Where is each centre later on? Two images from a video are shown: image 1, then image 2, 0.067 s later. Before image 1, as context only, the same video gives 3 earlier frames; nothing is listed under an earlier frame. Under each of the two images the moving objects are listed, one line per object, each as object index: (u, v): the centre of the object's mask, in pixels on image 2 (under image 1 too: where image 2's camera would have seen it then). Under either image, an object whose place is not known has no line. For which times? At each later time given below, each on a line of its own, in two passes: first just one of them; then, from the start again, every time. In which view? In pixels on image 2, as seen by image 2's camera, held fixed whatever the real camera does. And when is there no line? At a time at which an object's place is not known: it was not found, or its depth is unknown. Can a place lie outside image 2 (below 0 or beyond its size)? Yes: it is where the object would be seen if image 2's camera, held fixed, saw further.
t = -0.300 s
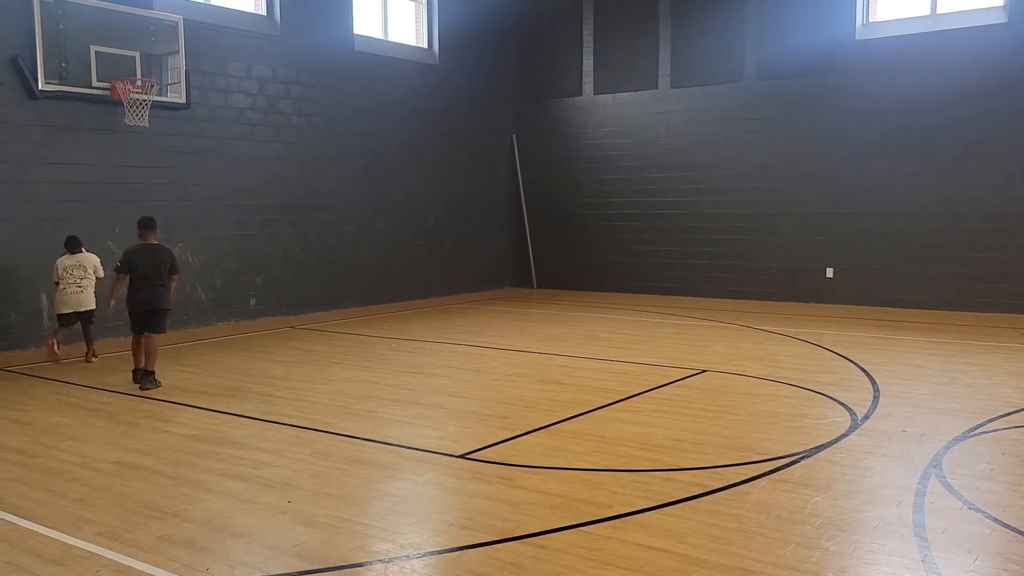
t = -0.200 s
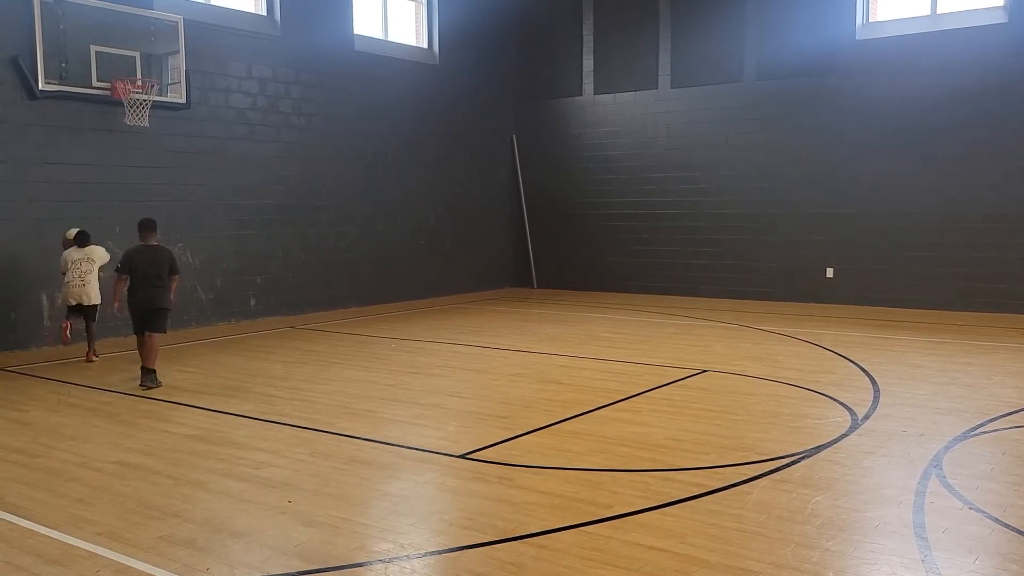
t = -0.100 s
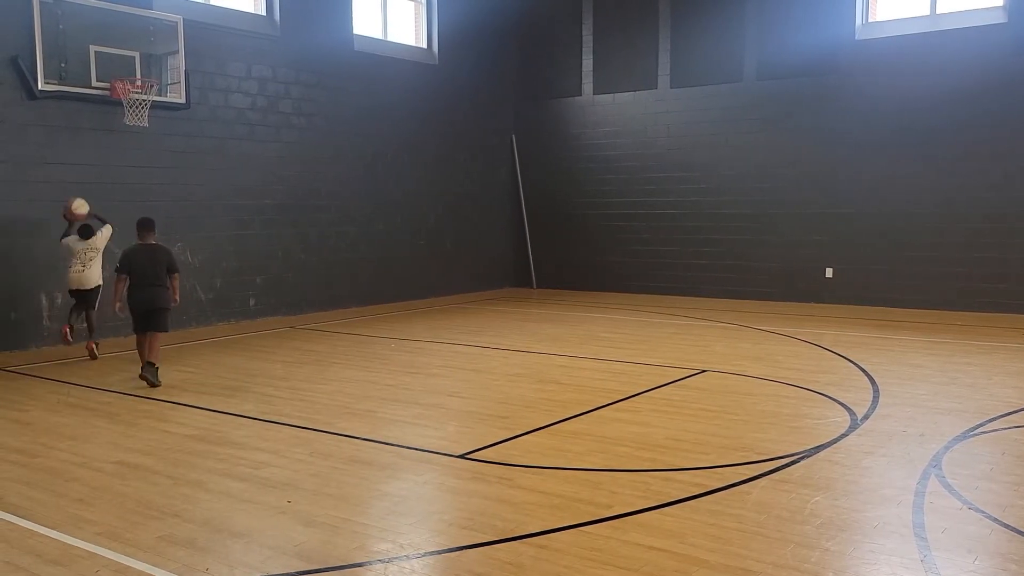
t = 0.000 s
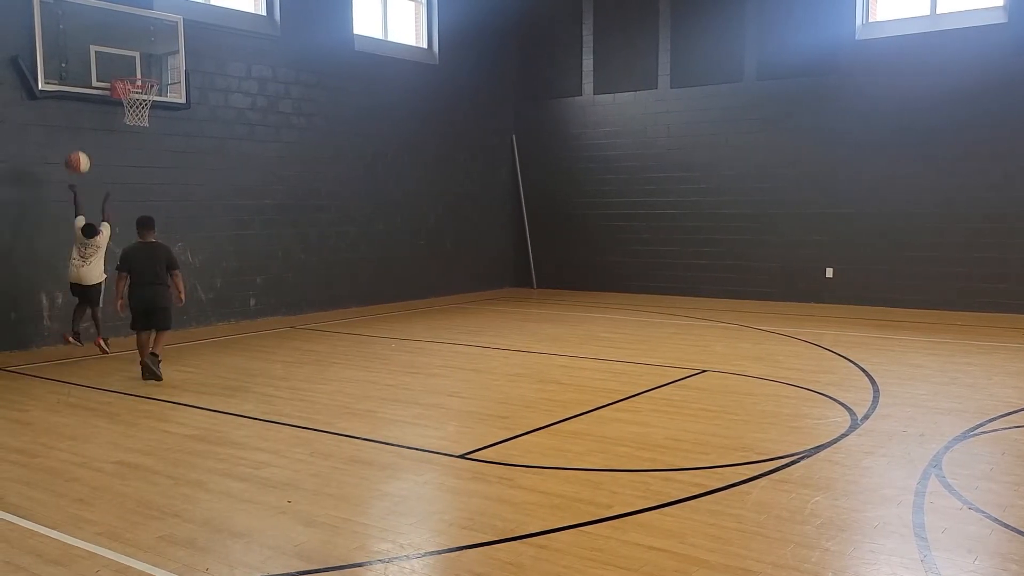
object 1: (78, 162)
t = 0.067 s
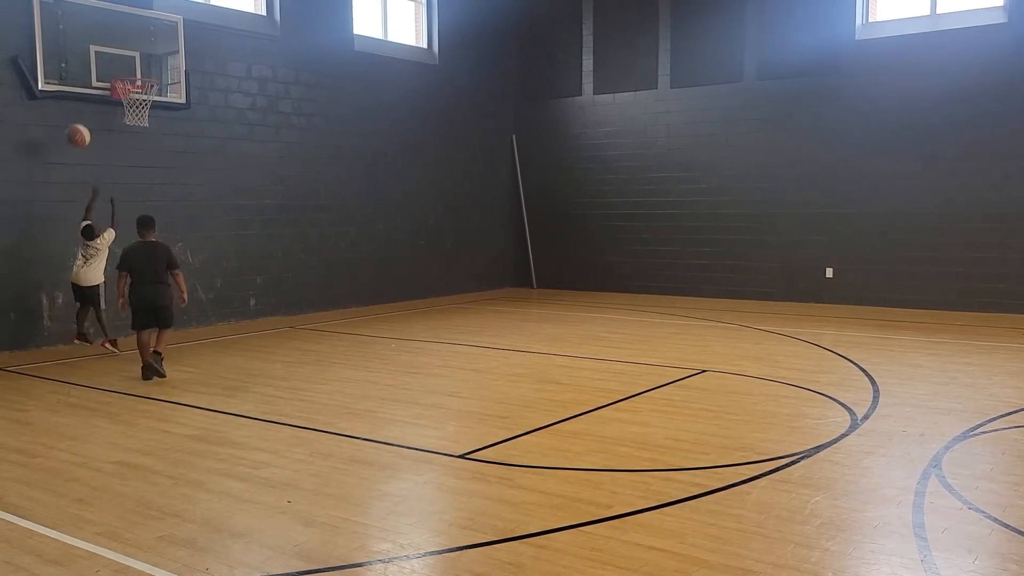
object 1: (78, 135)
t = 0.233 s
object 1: (82, 90)
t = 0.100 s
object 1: (79, 124)
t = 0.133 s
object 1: (79, 113)
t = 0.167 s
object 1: (80, 104)
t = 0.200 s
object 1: (80, 96)
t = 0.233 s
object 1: (82, 90)
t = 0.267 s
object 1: (81, 83)
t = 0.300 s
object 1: (80, 78)
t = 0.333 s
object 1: (89, 77)
